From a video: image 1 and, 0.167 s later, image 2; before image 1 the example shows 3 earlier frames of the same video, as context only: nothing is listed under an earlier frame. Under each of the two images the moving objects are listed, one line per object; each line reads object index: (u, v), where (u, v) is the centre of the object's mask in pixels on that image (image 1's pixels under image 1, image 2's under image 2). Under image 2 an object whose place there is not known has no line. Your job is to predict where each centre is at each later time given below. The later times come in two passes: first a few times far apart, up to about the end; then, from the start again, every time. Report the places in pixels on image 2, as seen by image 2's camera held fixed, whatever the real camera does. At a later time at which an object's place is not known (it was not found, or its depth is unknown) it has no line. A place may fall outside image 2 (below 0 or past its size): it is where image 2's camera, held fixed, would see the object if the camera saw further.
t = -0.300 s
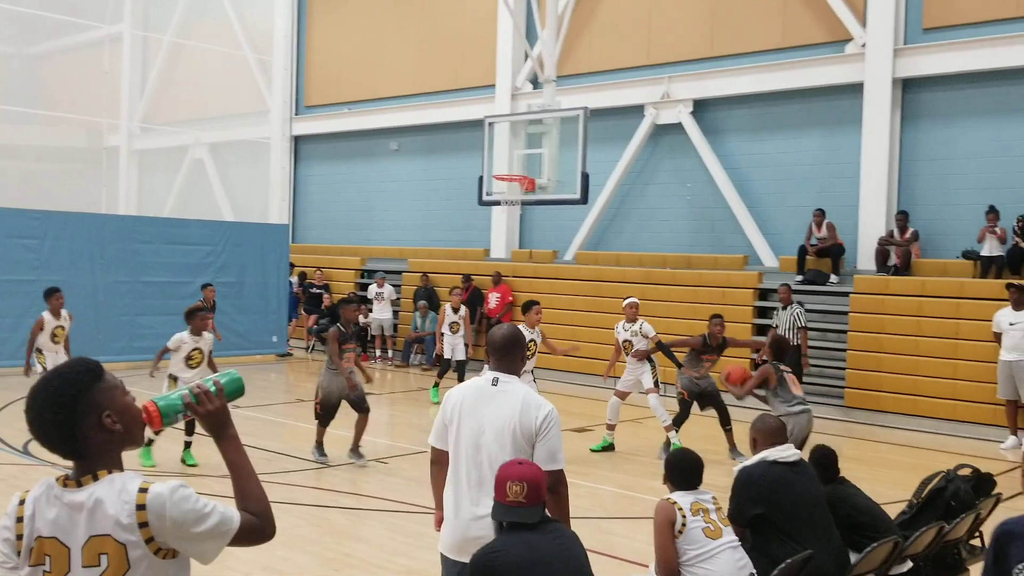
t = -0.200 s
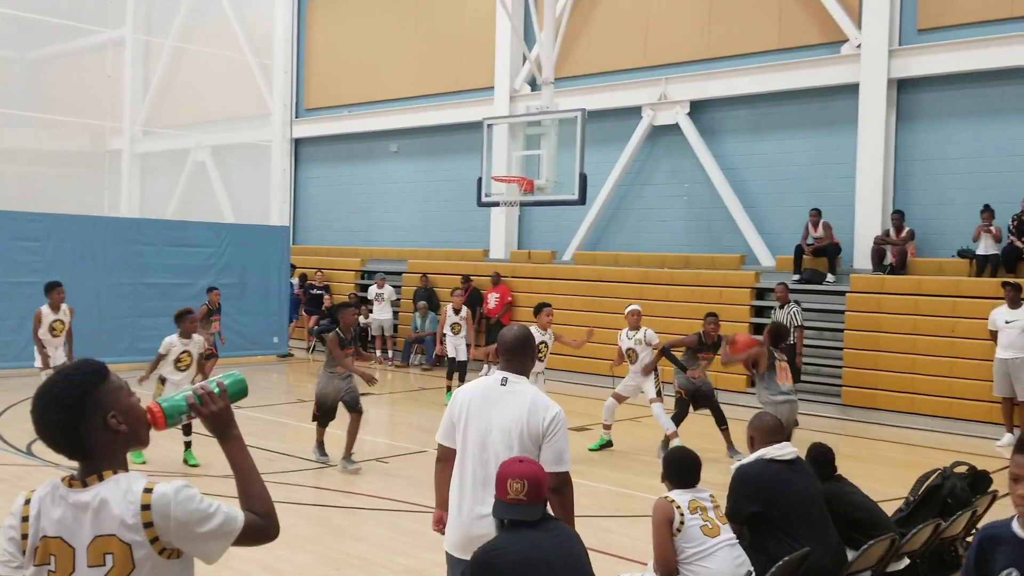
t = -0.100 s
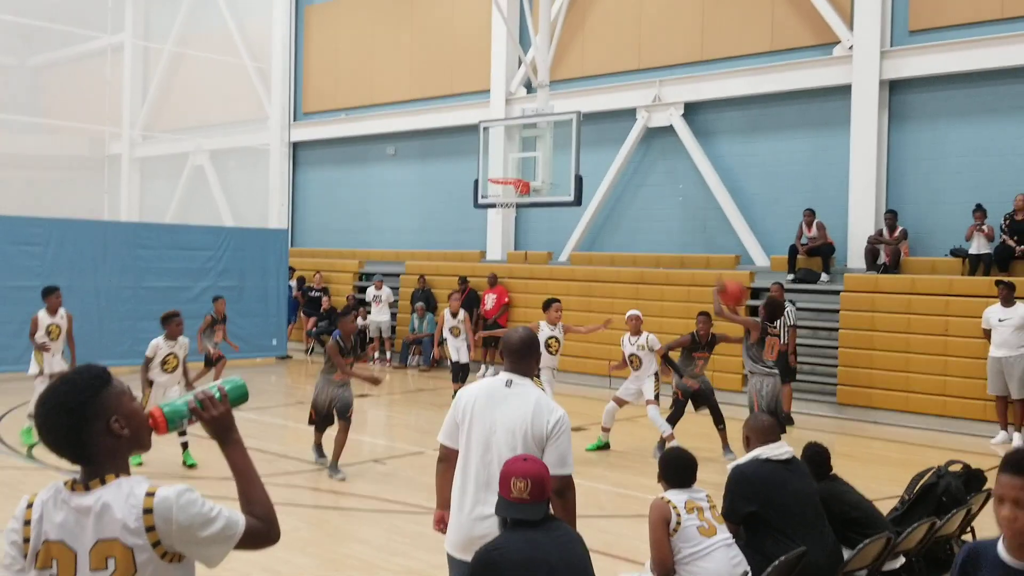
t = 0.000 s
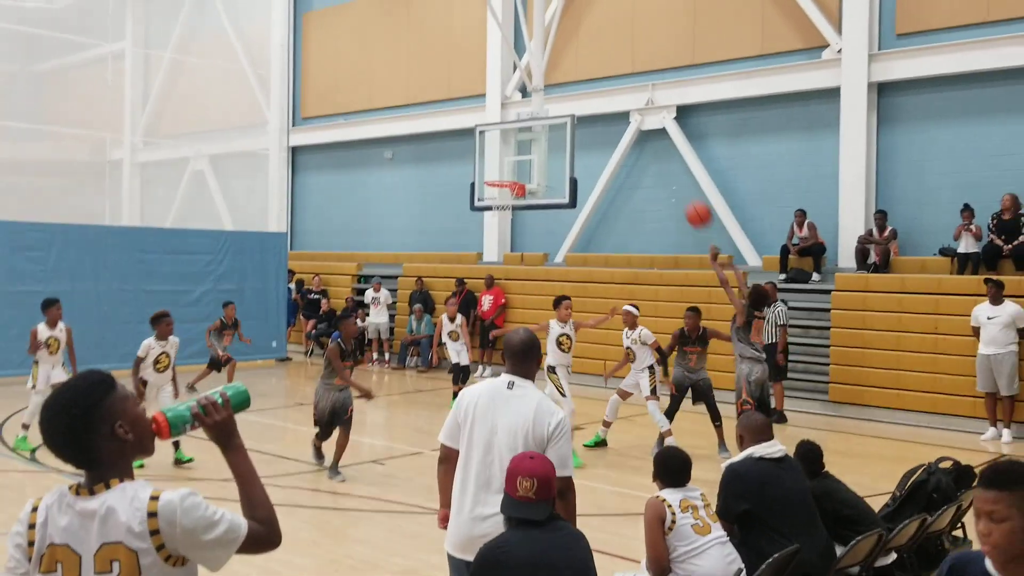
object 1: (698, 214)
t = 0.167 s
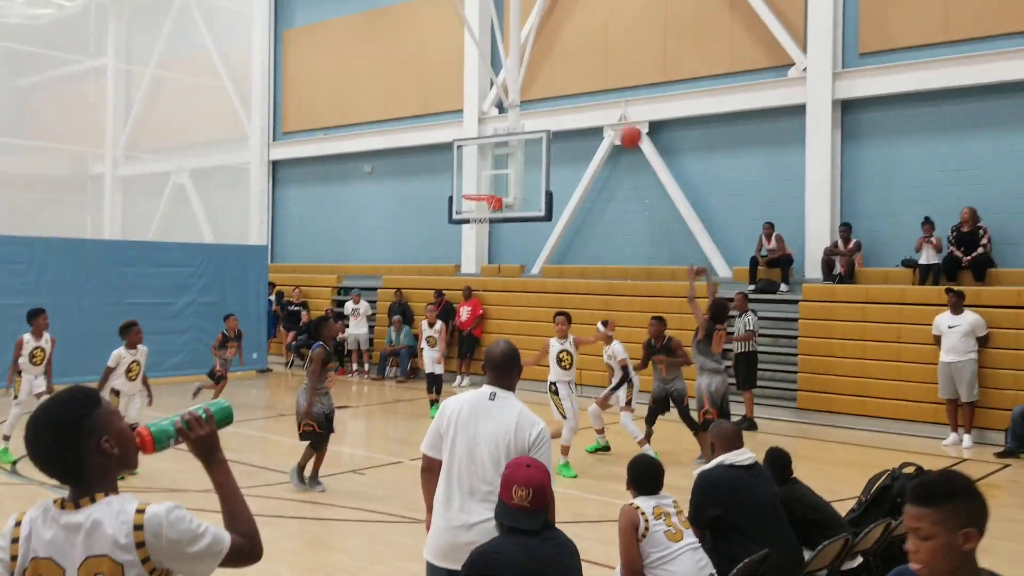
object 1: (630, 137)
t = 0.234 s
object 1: (616, 112)
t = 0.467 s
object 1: (570, 66)
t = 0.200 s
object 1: (623, 123)
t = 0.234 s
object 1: (616, 112)
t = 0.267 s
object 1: (609, 101)
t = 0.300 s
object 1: (603, 93)
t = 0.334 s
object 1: (596, 85)
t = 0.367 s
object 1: (589, 79)
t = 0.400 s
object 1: (583, 74)
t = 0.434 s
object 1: (576, 69)
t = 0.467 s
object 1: (570, 66)
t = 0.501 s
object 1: (564, 64)
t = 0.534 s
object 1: (558, 64)
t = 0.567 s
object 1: (553, 64)
